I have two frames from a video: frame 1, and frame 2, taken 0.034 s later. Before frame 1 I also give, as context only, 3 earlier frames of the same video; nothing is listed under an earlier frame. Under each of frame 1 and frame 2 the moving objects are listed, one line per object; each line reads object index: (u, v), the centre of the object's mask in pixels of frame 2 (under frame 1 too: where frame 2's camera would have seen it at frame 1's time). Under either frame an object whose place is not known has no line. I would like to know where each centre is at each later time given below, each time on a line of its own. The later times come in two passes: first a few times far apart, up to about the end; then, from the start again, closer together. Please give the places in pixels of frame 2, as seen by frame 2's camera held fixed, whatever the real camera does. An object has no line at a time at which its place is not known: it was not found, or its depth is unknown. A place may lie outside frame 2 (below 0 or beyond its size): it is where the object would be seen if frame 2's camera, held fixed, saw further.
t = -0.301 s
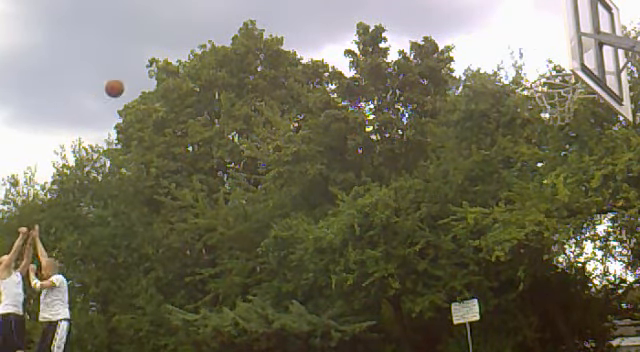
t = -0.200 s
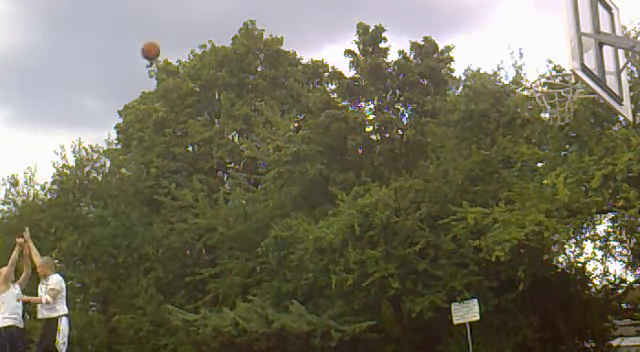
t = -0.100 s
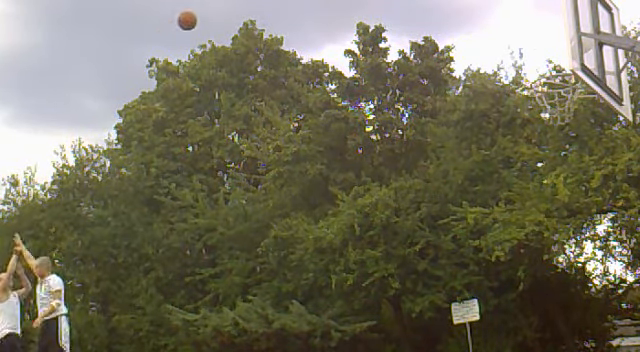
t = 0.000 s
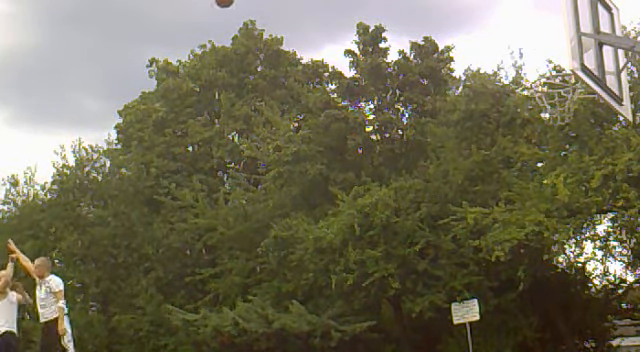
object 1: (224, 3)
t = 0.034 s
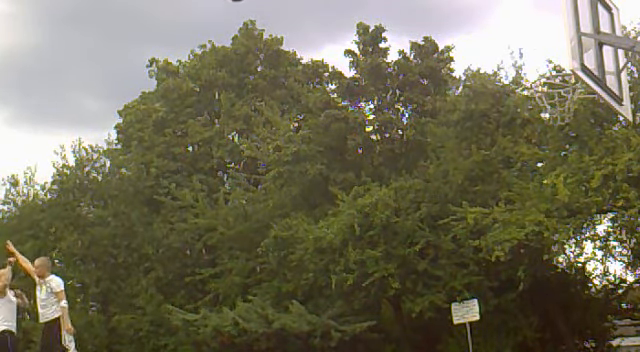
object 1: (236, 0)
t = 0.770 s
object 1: (557, 65)
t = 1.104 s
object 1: (501, 64)
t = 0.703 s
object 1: (528, 70)
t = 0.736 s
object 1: (543, 69)
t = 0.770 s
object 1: (557, 65)
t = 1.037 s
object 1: (520, 57)
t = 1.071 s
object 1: (510, 60)
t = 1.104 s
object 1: (501, 64)
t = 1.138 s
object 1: (492, 69)
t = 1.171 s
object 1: (483, 75)
